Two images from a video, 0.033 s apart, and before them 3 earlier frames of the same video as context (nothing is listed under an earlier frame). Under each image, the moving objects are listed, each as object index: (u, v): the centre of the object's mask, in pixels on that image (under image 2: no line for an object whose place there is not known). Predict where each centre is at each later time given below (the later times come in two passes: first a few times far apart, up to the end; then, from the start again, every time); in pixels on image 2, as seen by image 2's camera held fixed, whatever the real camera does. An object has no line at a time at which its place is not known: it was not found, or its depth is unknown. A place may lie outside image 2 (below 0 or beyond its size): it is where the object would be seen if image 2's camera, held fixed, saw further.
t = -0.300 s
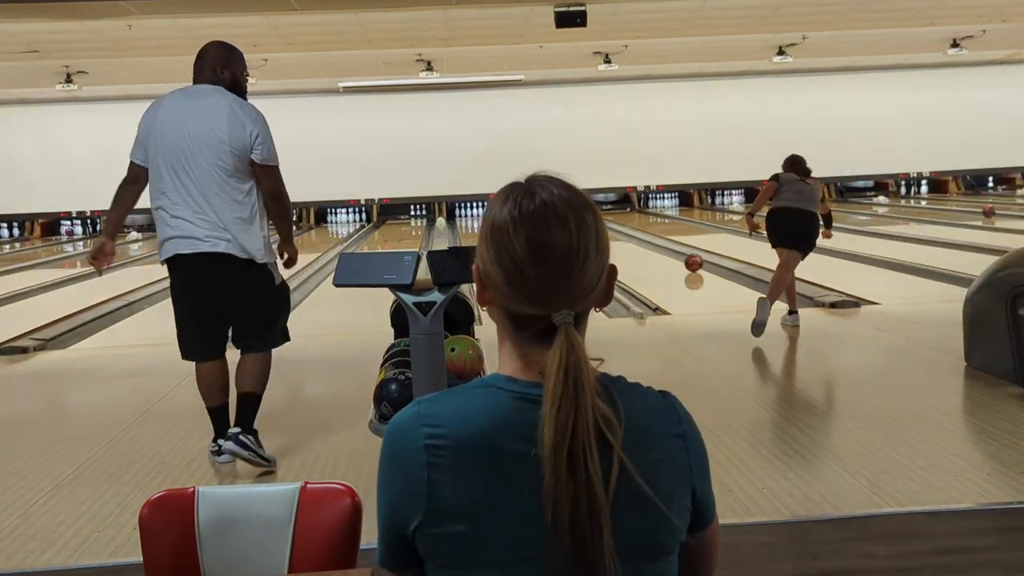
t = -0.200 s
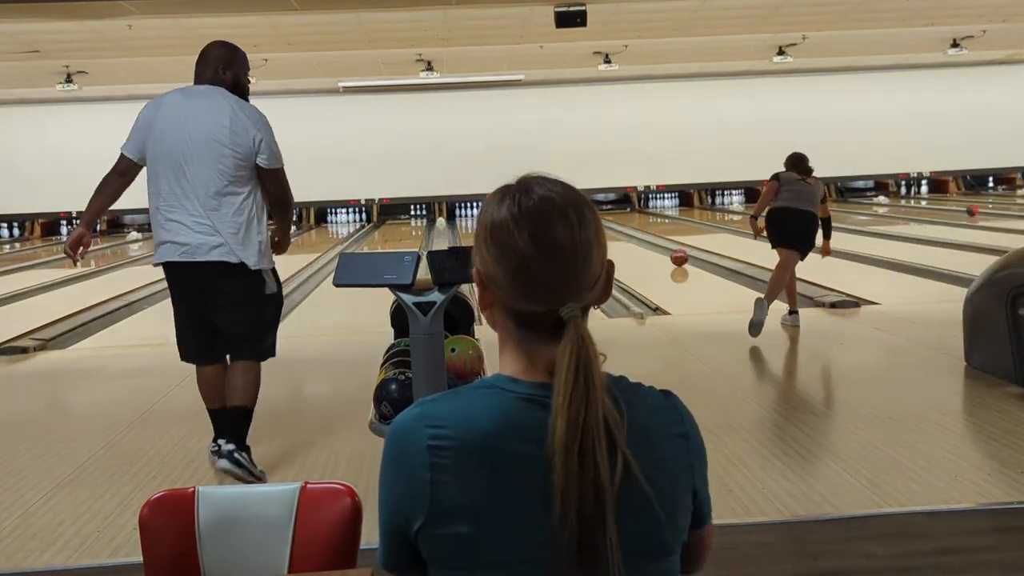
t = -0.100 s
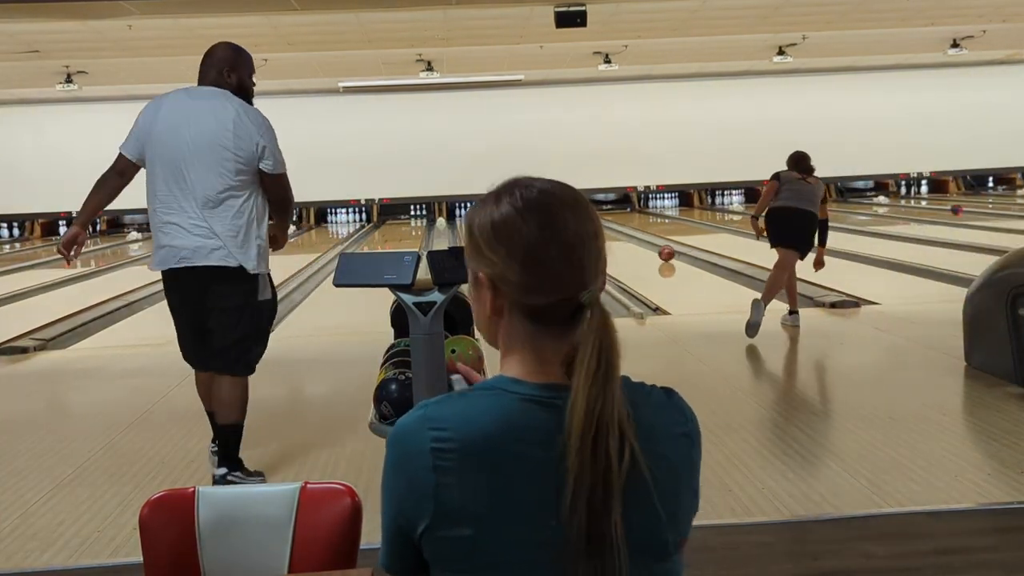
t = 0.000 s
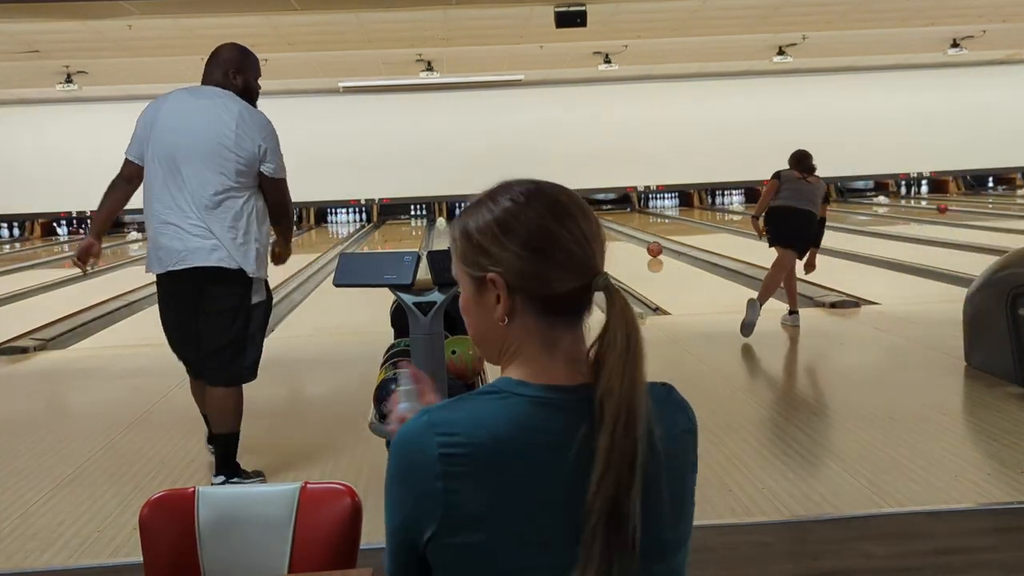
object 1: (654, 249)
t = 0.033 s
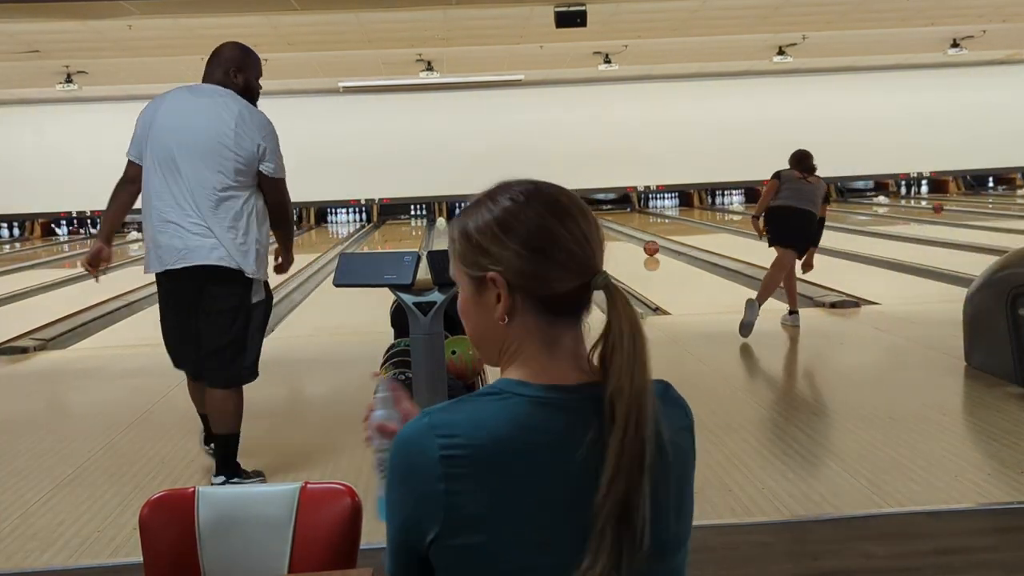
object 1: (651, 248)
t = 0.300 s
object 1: (625, 240)
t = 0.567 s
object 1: (605, 233)
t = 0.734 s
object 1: (595, 229)
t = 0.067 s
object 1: (647, 247)
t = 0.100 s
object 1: (644, 246)
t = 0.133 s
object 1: (640, 245)
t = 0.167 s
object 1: (637, 244)
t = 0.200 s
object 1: (634, 243)
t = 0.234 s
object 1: (631, 242)
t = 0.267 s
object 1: (628, 241)
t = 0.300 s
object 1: (625, 240)
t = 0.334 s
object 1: (623, 239)
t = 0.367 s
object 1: (620, 238)
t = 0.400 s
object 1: (617, 237)
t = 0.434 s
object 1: (615, 237)
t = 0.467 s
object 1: (612, 236)
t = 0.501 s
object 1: (610, 235)
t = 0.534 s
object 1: (607, 234)
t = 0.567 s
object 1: (605, 233)
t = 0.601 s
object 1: (603, 233)
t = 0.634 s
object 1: (601, 232)
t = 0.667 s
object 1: (598, 231)
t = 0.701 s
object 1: (596, 230)
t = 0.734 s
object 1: (595, 229)
